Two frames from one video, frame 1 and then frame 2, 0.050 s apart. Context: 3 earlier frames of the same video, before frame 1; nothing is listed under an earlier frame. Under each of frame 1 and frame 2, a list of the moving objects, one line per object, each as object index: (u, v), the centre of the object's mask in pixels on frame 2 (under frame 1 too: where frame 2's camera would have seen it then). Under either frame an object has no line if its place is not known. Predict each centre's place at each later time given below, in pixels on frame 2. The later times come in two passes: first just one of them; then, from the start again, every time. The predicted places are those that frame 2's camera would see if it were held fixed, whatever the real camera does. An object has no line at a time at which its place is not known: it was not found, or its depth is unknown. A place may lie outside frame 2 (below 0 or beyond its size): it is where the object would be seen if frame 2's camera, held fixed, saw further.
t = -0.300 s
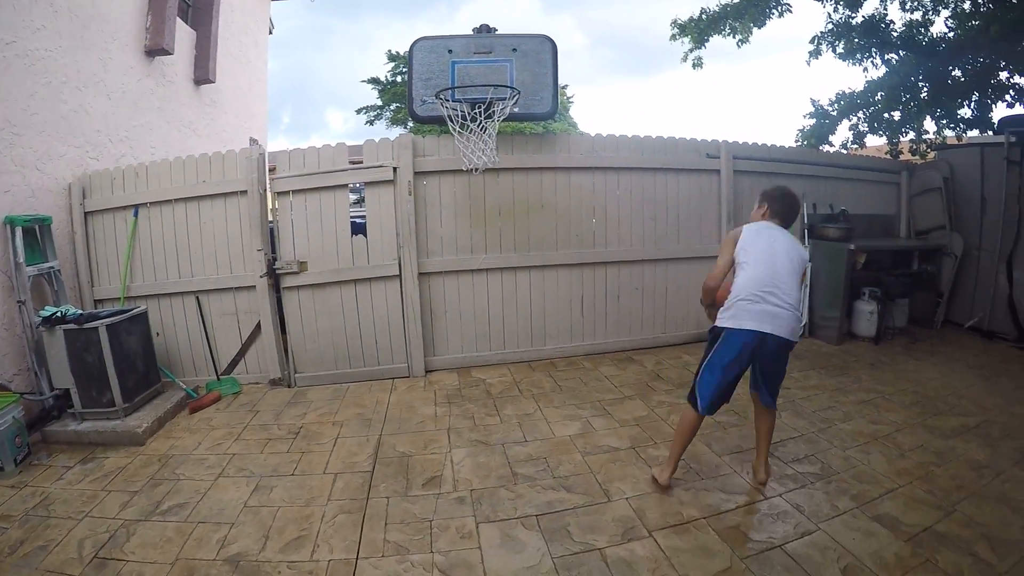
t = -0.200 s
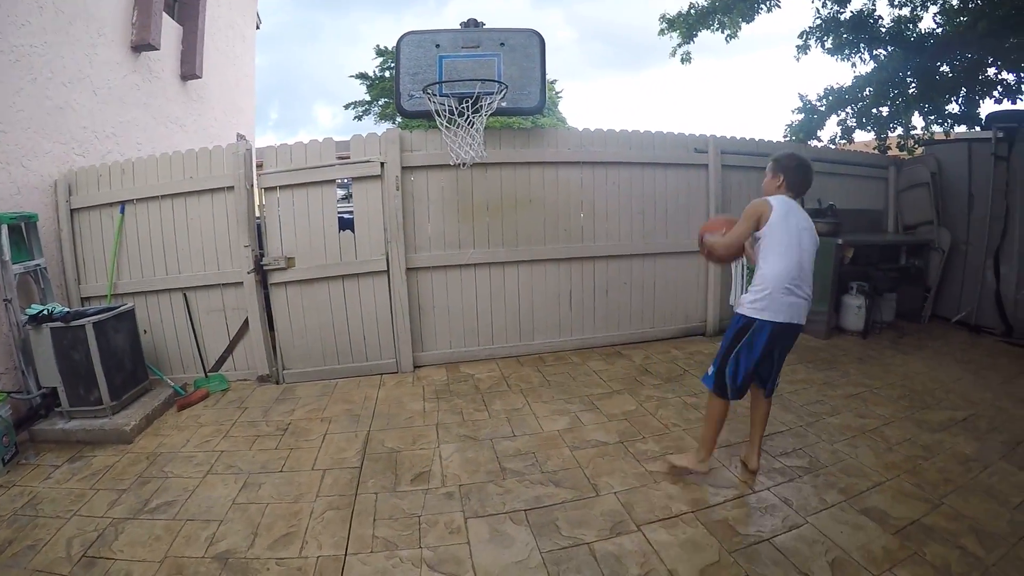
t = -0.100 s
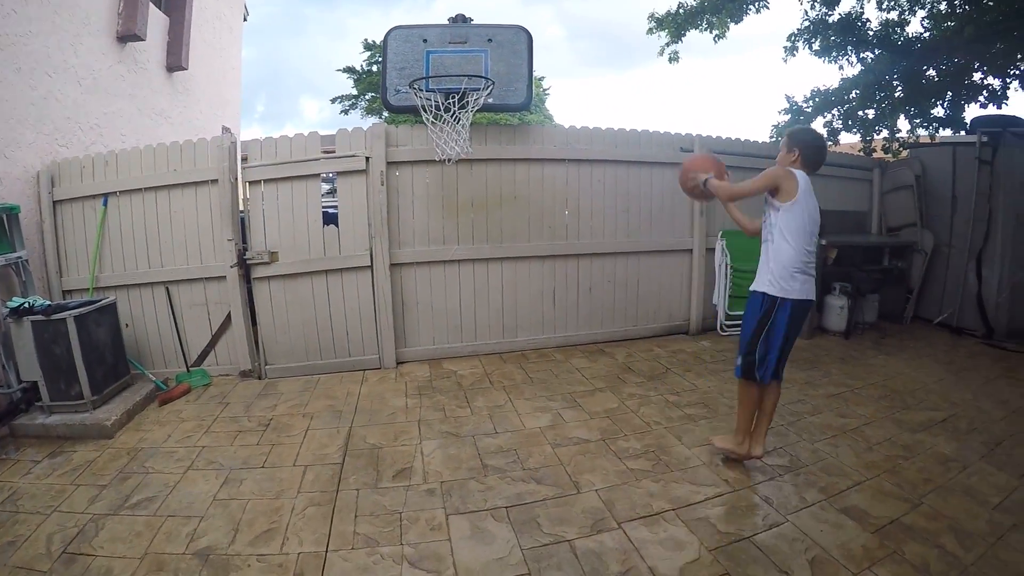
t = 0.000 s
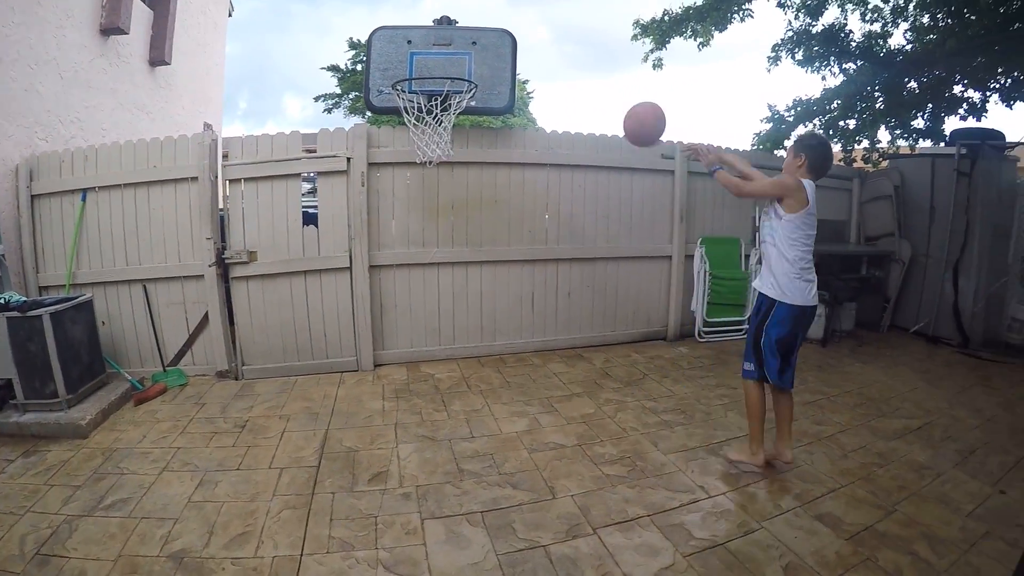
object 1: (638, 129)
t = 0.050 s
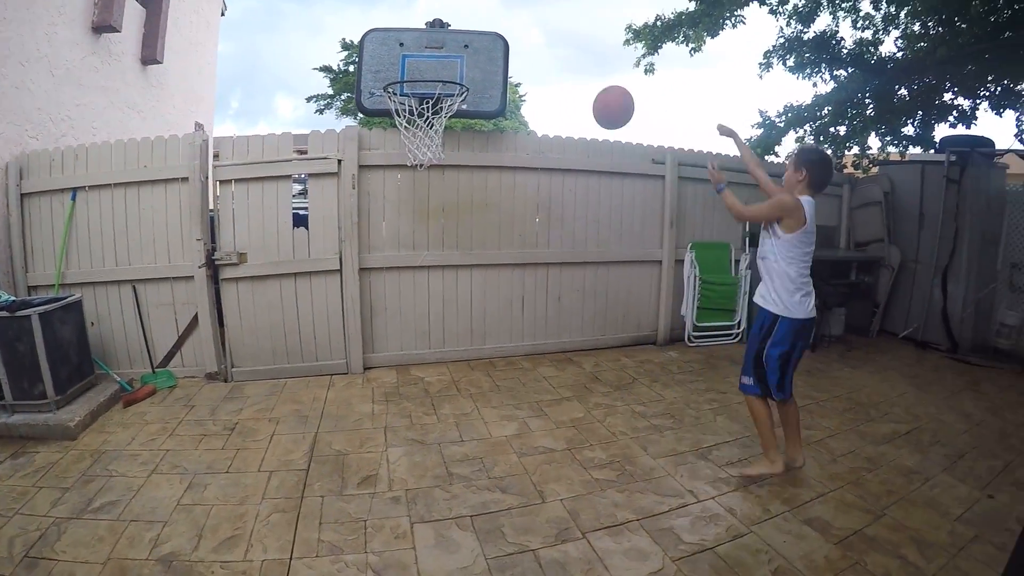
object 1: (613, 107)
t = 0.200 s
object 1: (549, 81)
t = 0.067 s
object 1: (605, 102)
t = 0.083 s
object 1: (598, 97)
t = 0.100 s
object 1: (591, 93)
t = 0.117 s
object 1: (583, 89)
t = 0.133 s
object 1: (576, 86)
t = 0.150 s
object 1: (570, 84)
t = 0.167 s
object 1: (563, 82)
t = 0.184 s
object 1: (556, 81)
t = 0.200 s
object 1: (549, 81)
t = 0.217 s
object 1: (543, 81)
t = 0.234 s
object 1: (536, 81)
